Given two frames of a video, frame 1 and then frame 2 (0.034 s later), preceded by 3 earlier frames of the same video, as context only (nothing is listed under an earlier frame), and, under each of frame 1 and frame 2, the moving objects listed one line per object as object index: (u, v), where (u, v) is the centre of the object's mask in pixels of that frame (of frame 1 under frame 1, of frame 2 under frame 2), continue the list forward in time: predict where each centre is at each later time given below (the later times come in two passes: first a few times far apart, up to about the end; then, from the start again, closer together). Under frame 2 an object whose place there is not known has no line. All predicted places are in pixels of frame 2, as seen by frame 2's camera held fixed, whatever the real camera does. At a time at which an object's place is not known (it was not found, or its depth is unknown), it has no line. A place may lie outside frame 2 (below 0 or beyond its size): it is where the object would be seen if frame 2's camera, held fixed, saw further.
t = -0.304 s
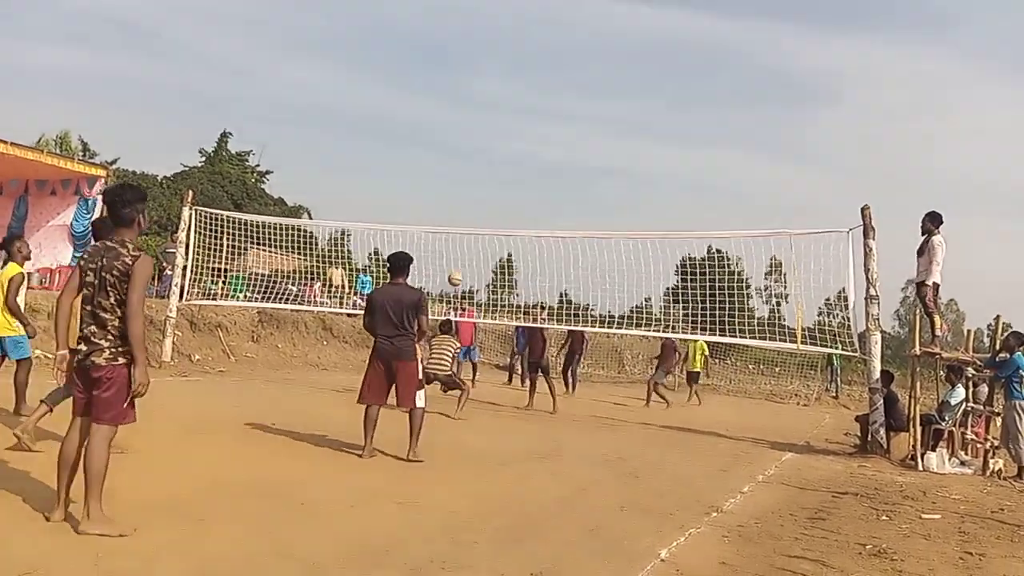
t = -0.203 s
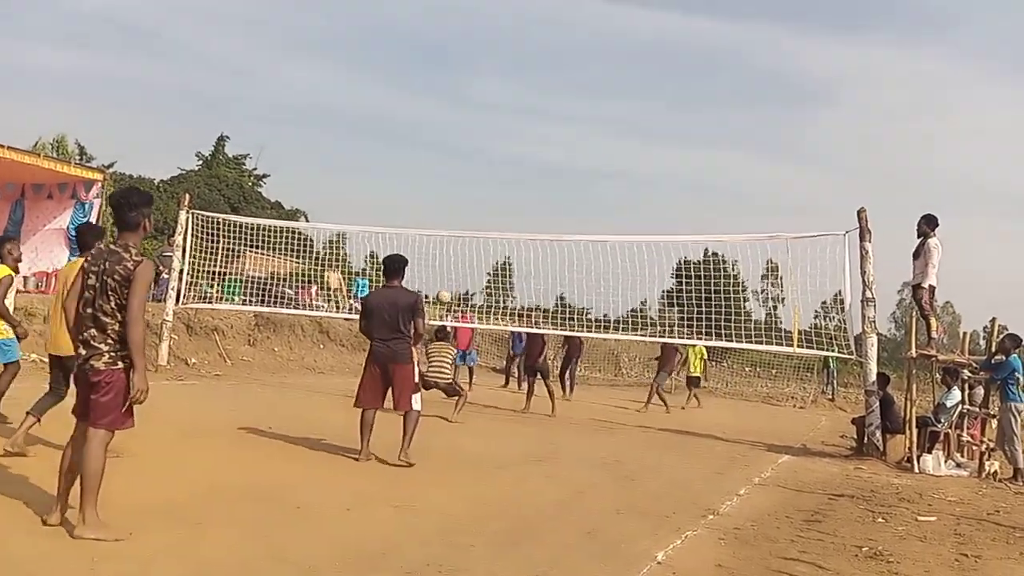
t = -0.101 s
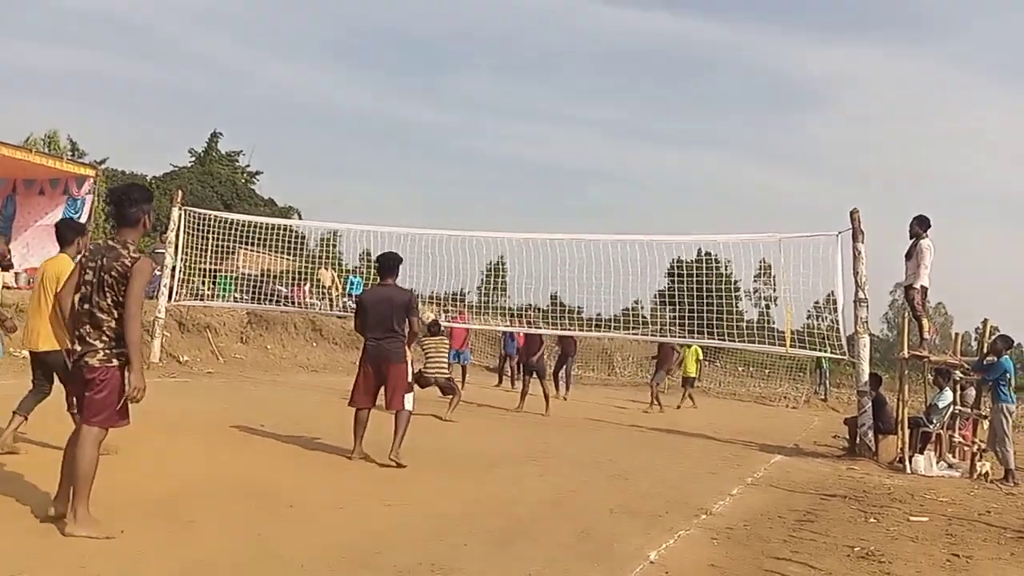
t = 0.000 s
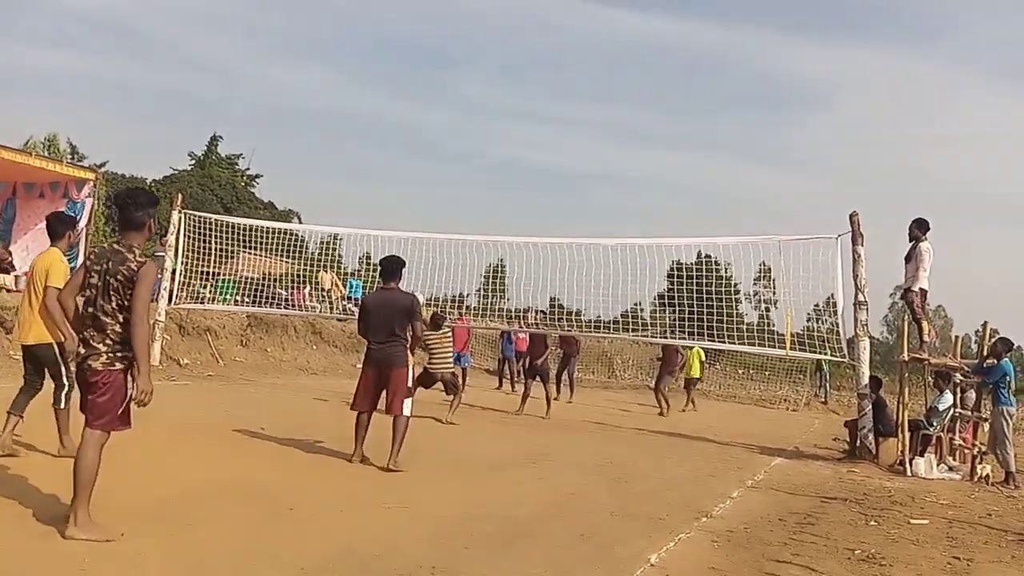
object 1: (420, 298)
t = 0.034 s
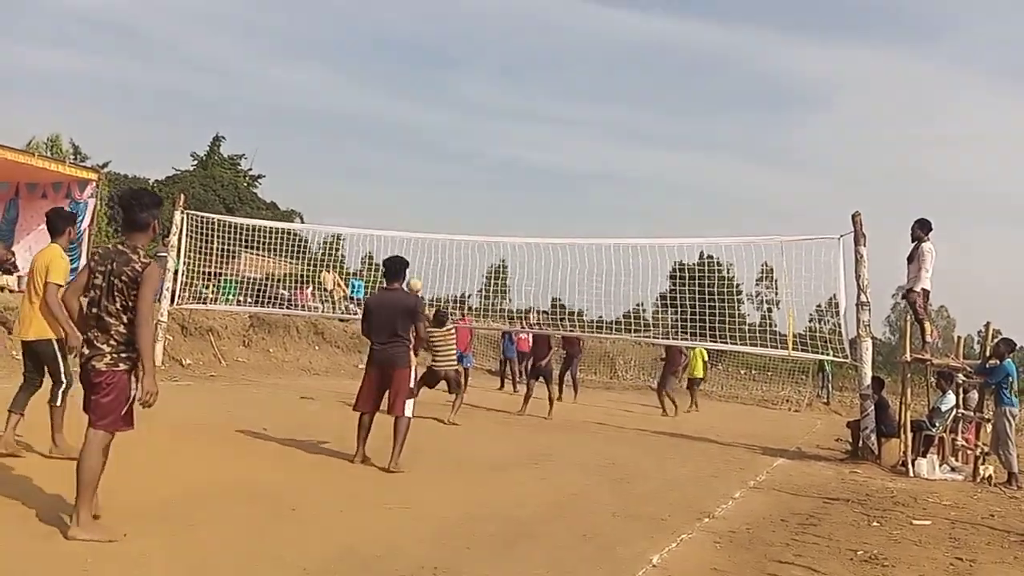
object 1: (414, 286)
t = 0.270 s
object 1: (381, 192)
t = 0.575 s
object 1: (320, 118)
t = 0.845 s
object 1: (241, 115)
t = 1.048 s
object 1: (156, 172)
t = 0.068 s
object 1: (412, 272)
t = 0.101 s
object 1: (406, 252)
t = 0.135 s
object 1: (399, 242)
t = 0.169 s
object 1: (395, 228)
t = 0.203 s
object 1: (391, 216)
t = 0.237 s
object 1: (385, 204)
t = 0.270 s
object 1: (381, 192)
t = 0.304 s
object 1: (375, 181)
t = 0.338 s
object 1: (369, 170)
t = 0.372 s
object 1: (363, 160)
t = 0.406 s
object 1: (356, 150)
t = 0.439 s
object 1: (350, 142)
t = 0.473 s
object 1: (343, 135)
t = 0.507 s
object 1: (335, 128)
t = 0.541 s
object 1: (328, 123)
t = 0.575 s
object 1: (320, 118)
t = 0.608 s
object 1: (312, 113)
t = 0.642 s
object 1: (303, 111)
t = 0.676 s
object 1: (293, 108)
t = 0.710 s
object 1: (283, 106)
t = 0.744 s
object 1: (273, 107)
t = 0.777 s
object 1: (262, 109)
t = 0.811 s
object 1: (252, 112)
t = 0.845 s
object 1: (241, 115)
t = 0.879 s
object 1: (229, 120)
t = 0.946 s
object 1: (201, 135)
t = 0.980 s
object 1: (186, 146)
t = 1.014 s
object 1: (172, 159)
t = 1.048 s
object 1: (156, 172)
